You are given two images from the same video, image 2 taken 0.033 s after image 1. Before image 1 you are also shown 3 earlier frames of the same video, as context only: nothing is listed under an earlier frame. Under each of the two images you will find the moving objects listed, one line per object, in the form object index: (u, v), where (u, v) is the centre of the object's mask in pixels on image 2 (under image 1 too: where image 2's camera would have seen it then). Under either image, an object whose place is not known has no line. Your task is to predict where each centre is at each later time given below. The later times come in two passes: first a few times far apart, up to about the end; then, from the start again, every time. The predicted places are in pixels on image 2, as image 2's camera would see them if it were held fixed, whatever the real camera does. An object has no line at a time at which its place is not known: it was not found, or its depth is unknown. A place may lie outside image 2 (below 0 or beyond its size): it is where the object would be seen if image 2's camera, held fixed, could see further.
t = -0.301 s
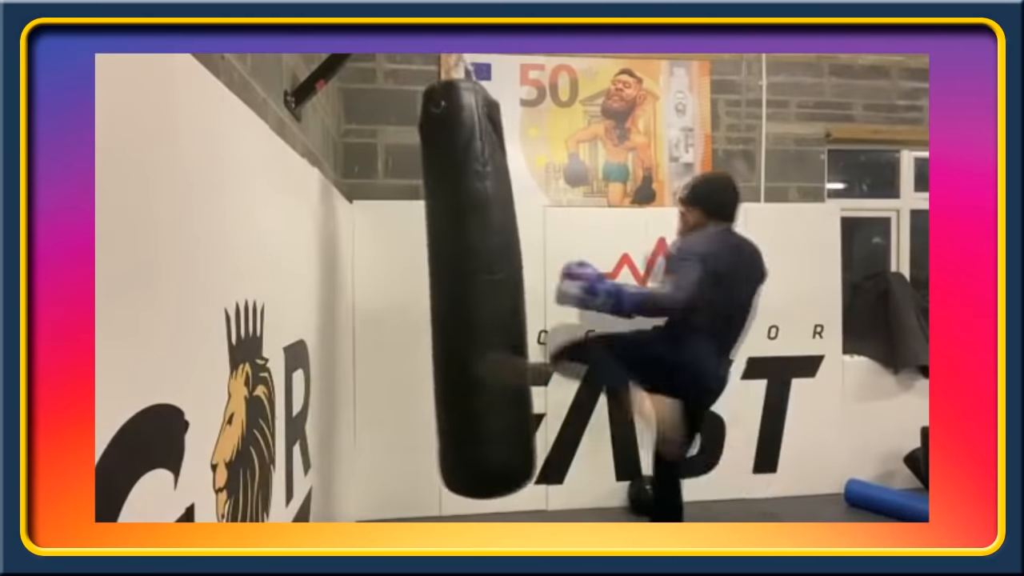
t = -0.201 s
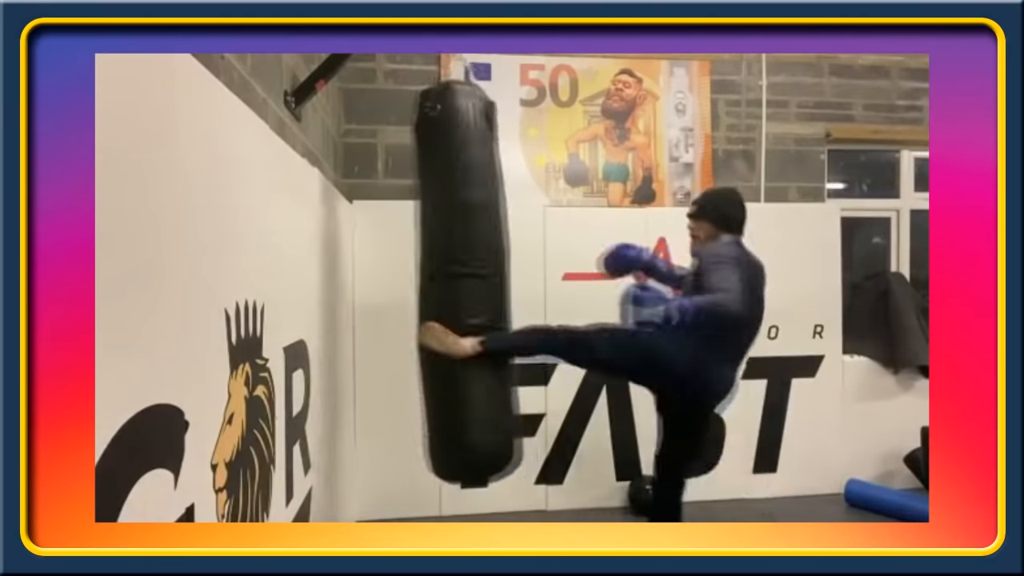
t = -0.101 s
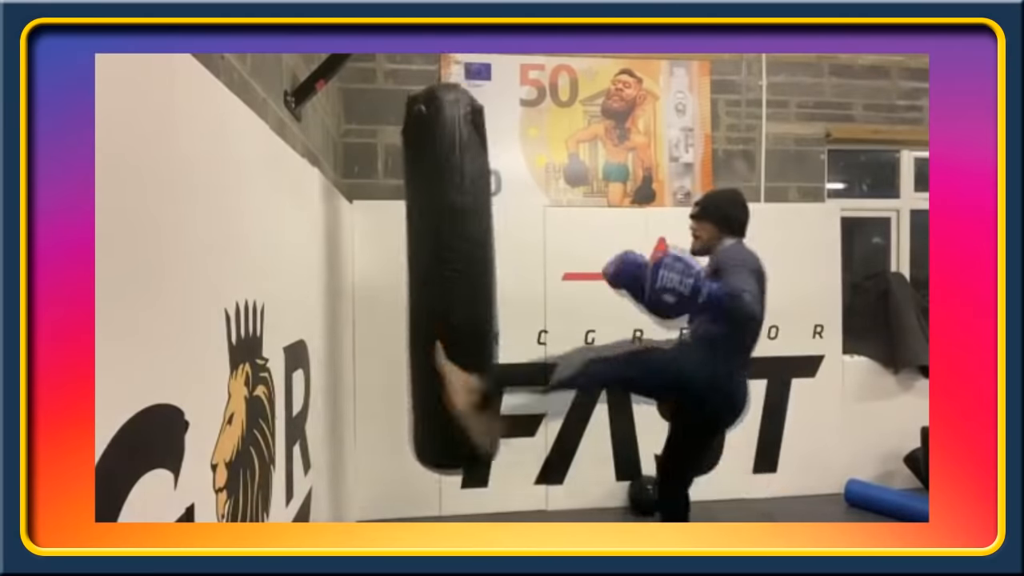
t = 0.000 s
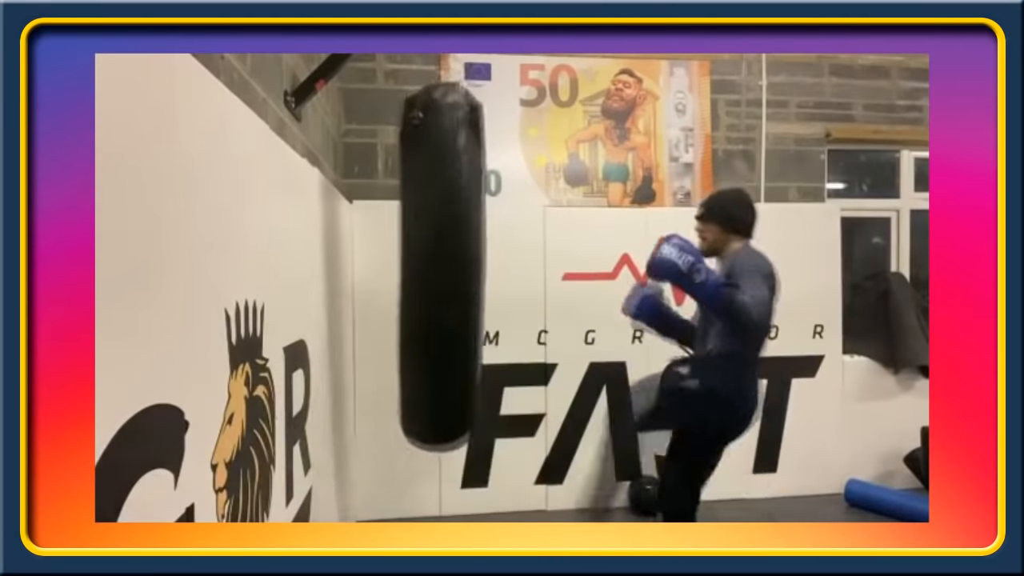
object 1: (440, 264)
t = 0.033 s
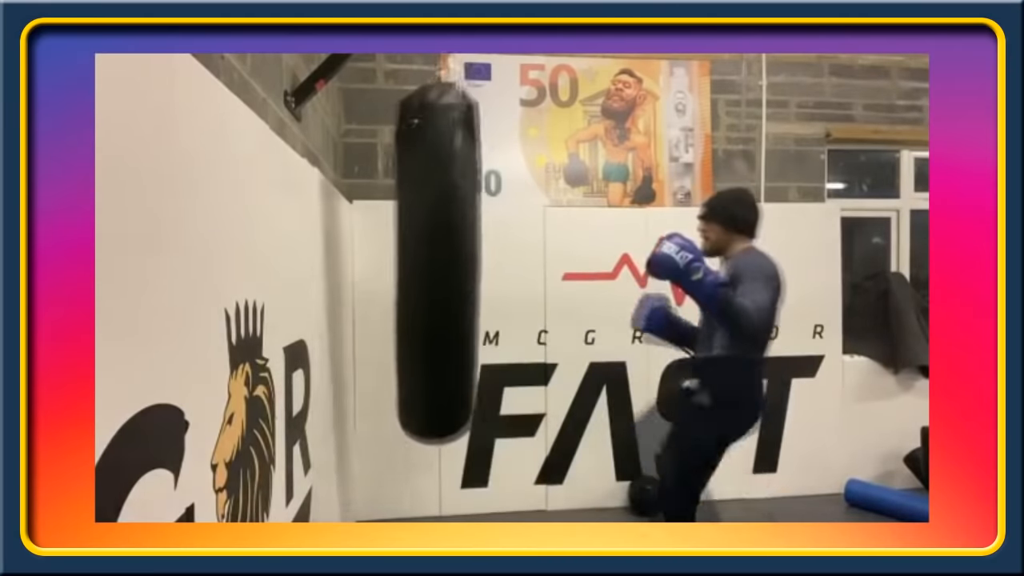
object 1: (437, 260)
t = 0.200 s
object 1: (425, 251)
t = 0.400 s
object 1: (417, 246)
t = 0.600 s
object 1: (415, 250)
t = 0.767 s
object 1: (420, 269)
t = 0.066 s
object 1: (433, 258)
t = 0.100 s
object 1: (429, 256)
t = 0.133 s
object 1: (427, 254)
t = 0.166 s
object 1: (426, 252)
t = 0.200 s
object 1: (425, 251)
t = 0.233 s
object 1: (425, 250)
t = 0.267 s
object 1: (424, 249)
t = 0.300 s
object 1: (423, 248)
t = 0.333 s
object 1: (421, 247)
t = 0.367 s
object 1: (419, 246)
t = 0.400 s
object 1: (417, 246)
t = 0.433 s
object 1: (416, 245)
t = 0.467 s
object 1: (415, 246)
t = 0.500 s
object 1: (415, 246)
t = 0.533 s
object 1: (415, 247)
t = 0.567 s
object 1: (415, 248)
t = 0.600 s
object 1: (415, 250)
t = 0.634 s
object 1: (415, 252)
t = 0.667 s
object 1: (416, 255)
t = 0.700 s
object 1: (416, 259)
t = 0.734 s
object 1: (418, 264)
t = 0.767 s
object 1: (420, 269)
